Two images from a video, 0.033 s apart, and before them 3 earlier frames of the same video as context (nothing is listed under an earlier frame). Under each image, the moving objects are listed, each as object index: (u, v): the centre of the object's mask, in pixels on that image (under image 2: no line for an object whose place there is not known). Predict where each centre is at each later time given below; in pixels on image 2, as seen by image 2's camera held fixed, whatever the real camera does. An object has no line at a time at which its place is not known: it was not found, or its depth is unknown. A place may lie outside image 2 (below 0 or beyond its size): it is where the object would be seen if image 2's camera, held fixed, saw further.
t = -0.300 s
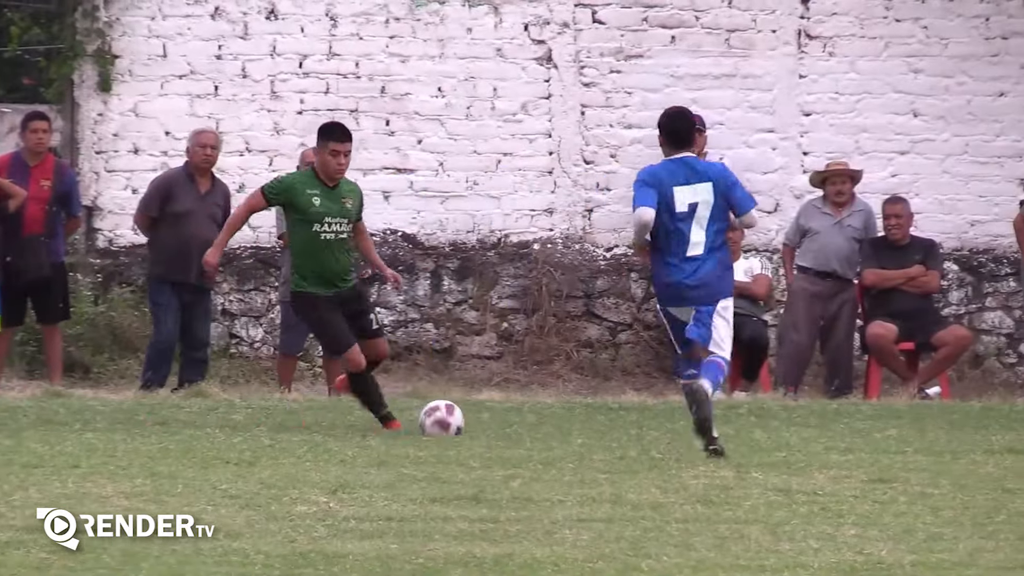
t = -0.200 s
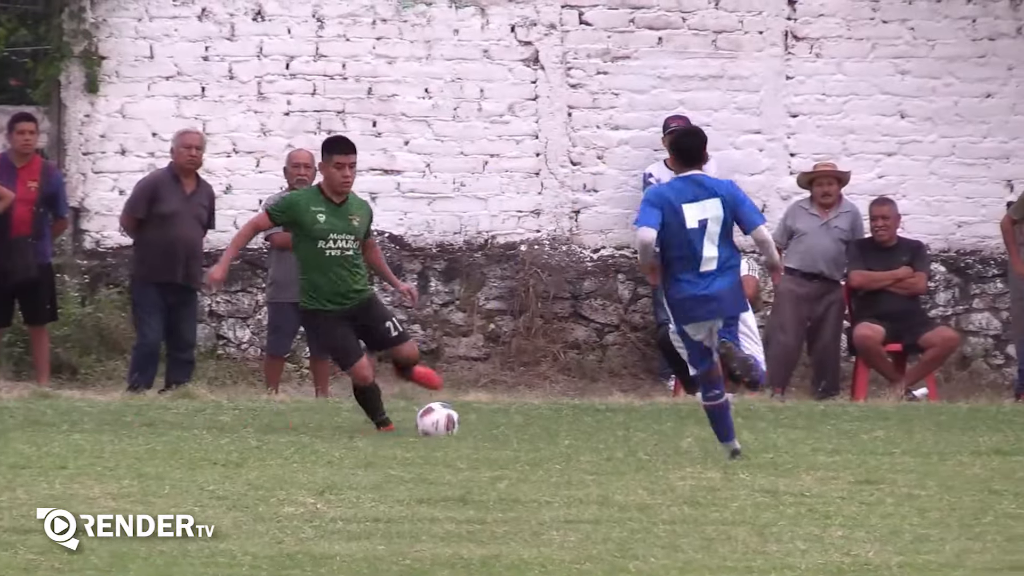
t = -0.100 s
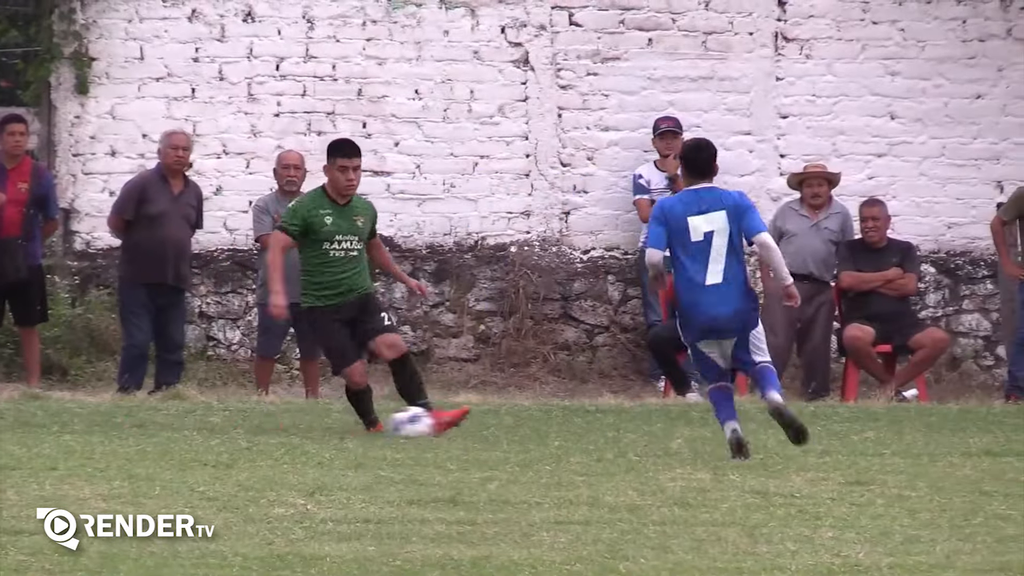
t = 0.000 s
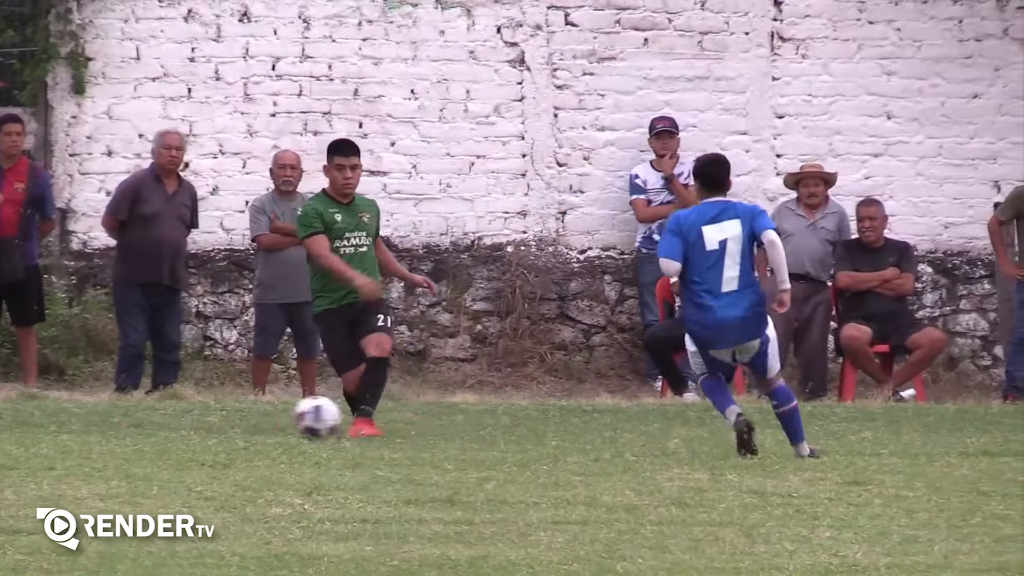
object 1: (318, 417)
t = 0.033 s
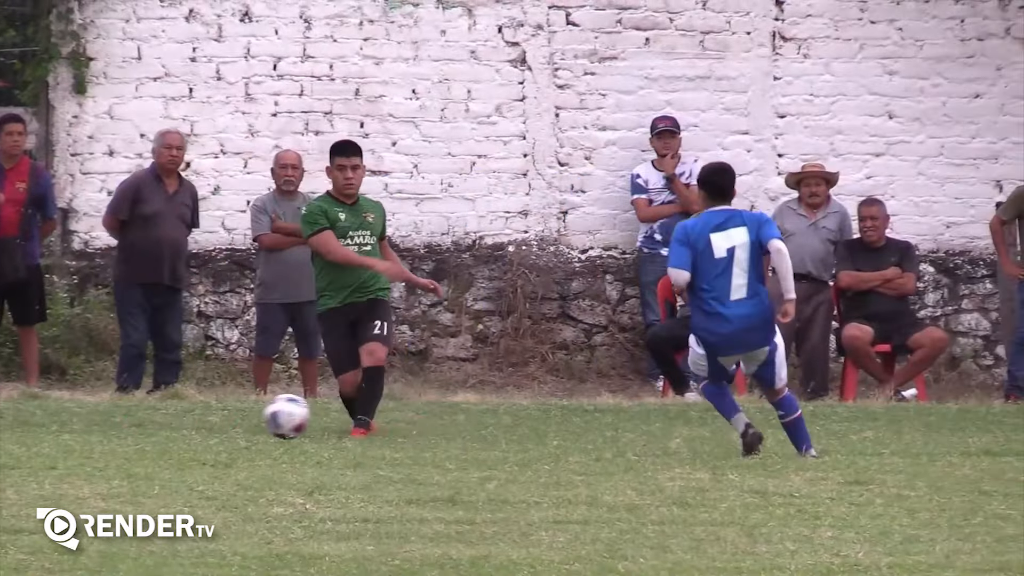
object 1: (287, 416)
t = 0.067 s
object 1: (255, 417)
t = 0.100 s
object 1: (224, 420)
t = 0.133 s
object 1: (191, 424)
